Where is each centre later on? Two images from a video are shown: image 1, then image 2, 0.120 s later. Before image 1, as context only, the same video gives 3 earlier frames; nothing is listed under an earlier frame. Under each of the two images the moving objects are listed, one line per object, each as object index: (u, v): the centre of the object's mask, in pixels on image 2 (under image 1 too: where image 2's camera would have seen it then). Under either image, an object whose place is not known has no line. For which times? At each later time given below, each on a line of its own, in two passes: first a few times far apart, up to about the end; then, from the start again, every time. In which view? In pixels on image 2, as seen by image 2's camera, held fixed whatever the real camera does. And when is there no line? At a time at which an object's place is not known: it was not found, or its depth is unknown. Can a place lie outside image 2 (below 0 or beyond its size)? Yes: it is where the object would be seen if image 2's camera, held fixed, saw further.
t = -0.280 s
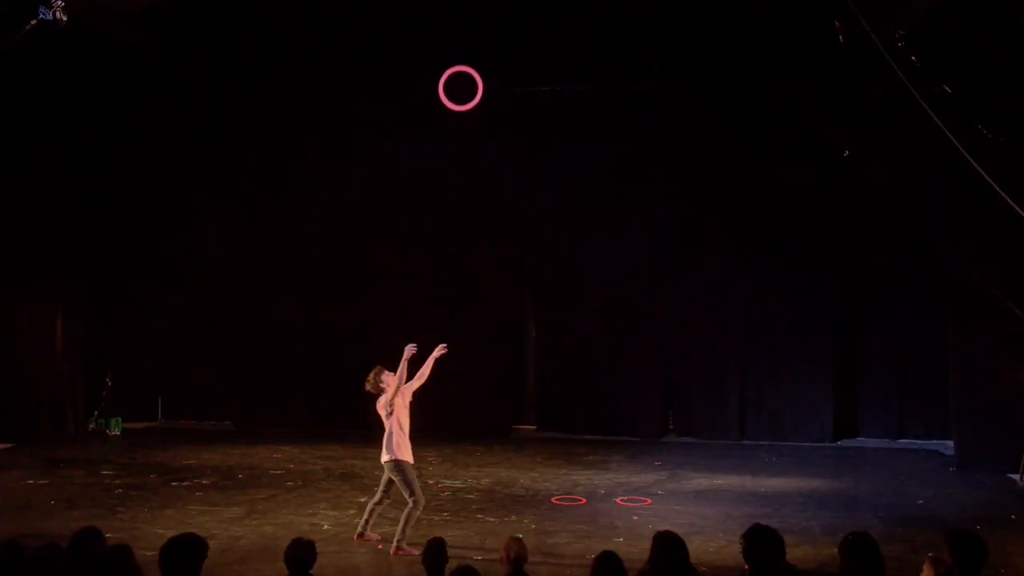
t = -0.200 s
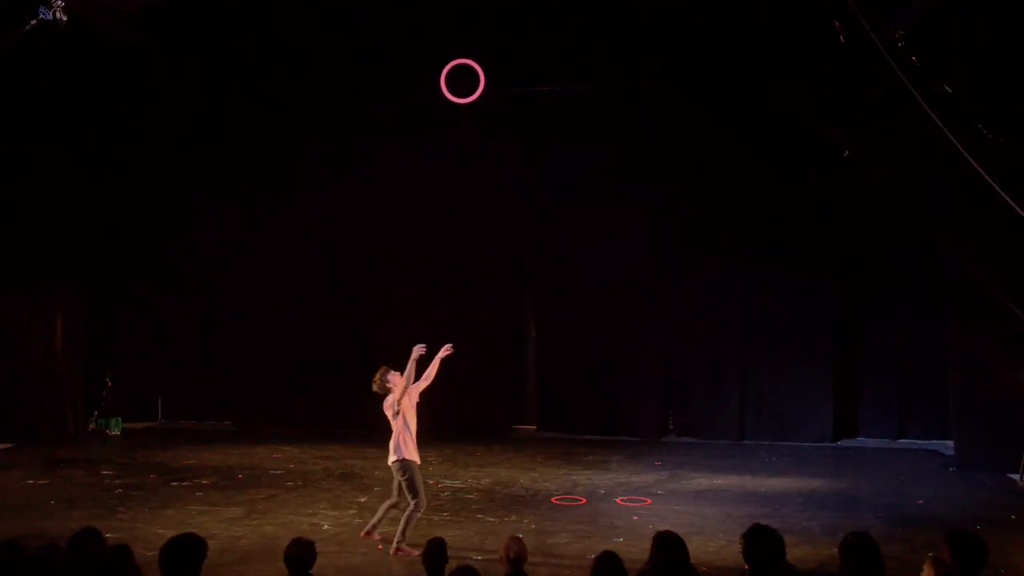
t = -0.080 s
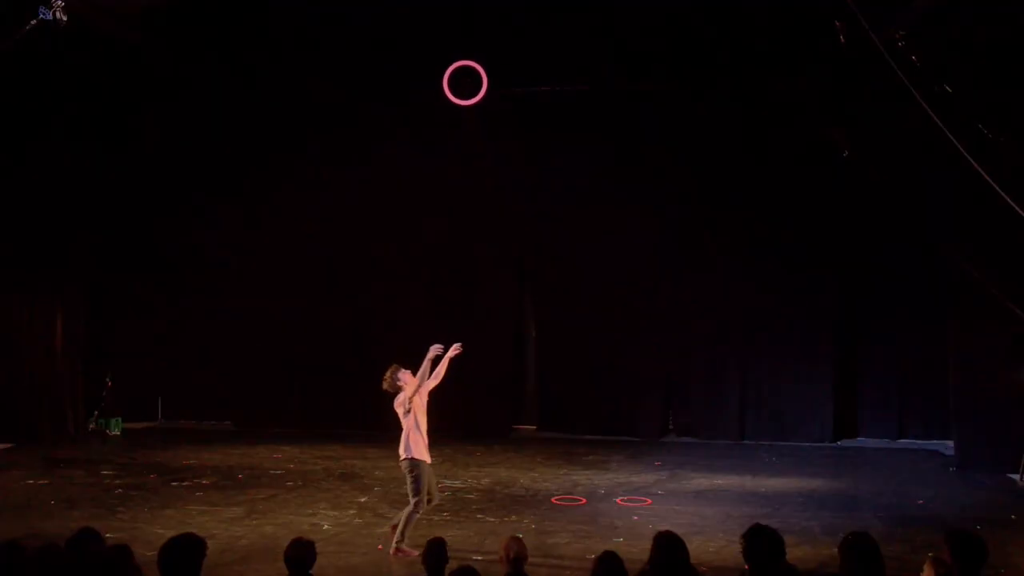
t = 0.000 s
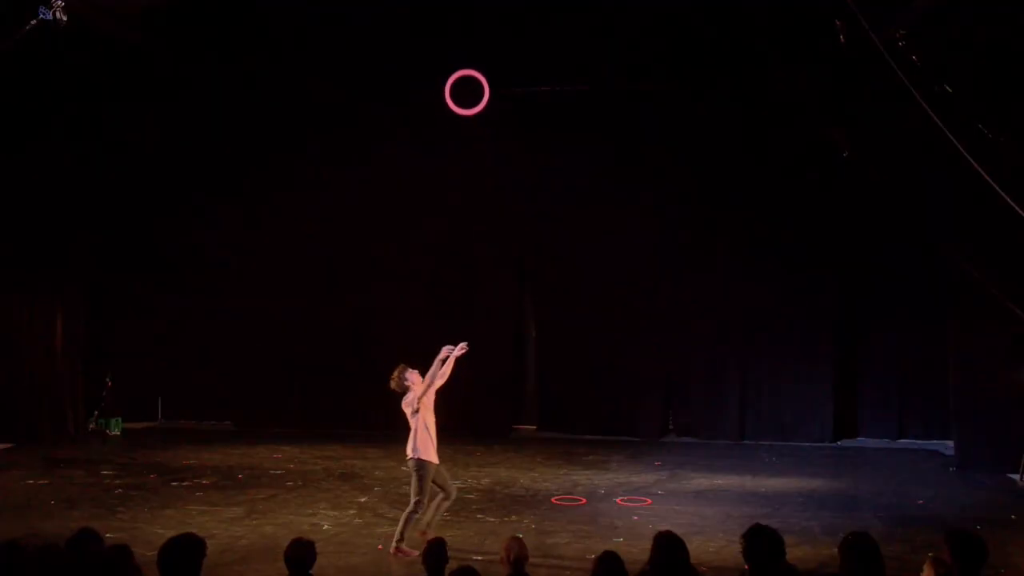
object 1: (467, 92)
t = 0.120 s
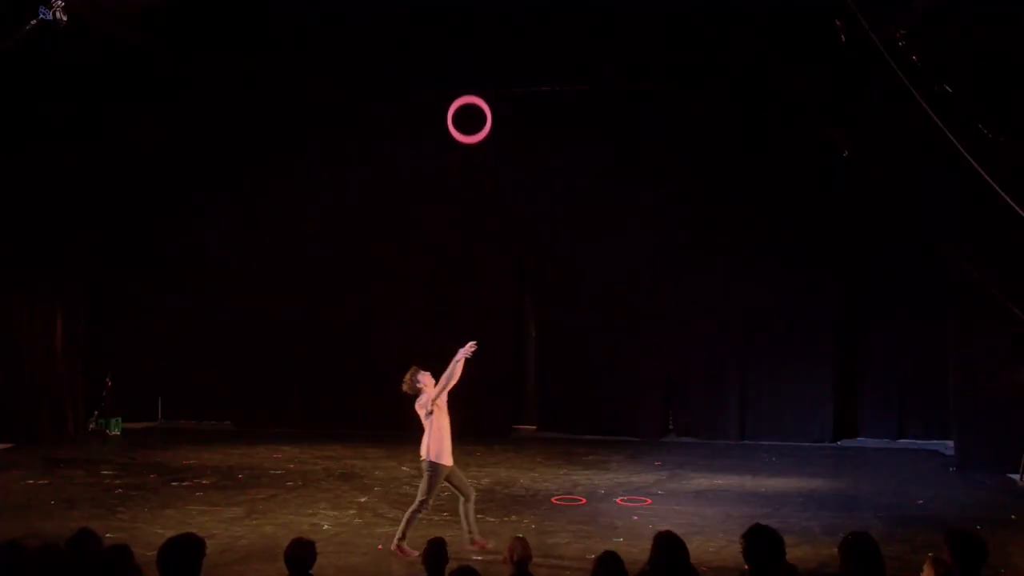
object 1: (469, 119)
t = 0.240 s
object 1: (471, 162)
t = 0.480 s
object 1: (476, 294)
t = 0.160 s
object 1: (470, 132)
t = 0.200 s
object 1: (471, 146)
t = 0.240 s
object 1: (471, 162)
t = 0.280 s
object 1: (472, 180)
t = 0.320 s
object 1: (473, 199)
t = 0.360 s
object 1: (474, 220)
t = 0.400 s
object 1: (475, 243)
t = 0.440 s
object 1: (475, 268)
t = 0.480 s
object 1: (476, 294)
